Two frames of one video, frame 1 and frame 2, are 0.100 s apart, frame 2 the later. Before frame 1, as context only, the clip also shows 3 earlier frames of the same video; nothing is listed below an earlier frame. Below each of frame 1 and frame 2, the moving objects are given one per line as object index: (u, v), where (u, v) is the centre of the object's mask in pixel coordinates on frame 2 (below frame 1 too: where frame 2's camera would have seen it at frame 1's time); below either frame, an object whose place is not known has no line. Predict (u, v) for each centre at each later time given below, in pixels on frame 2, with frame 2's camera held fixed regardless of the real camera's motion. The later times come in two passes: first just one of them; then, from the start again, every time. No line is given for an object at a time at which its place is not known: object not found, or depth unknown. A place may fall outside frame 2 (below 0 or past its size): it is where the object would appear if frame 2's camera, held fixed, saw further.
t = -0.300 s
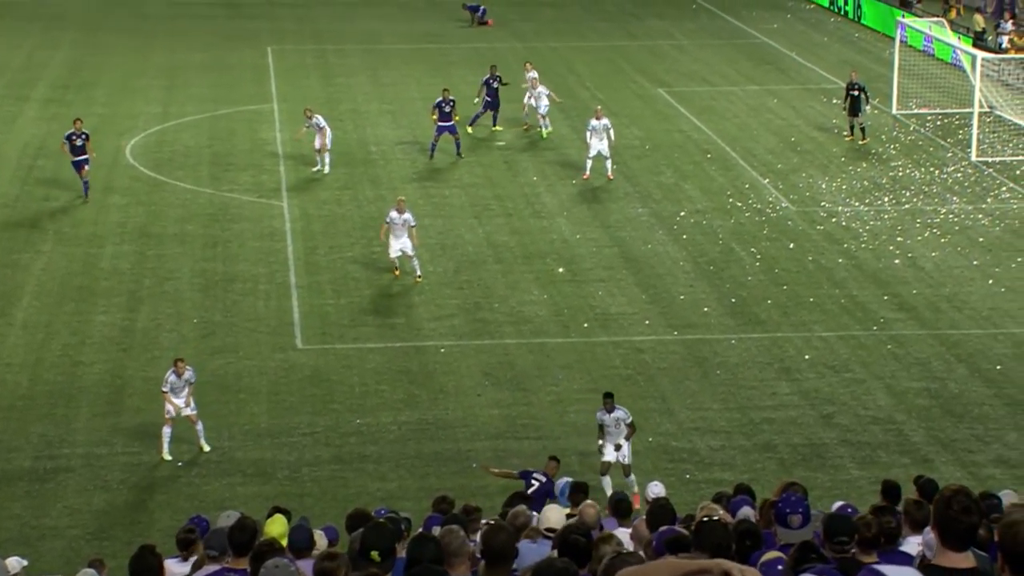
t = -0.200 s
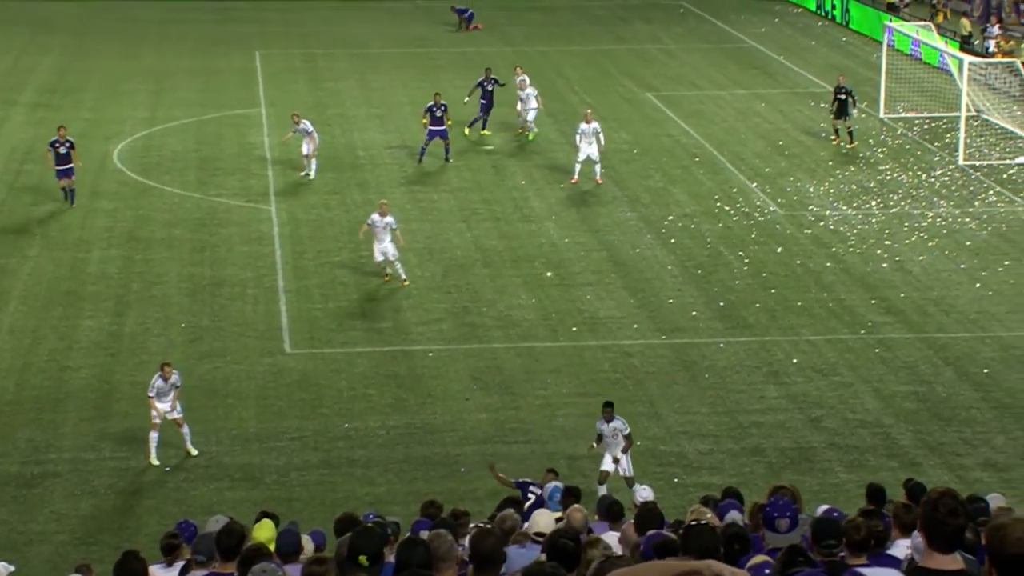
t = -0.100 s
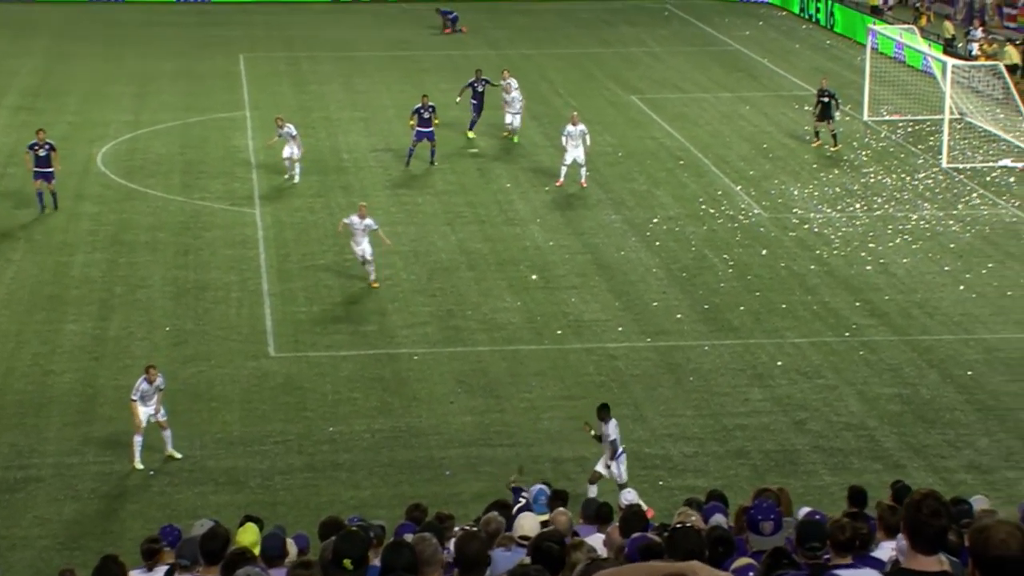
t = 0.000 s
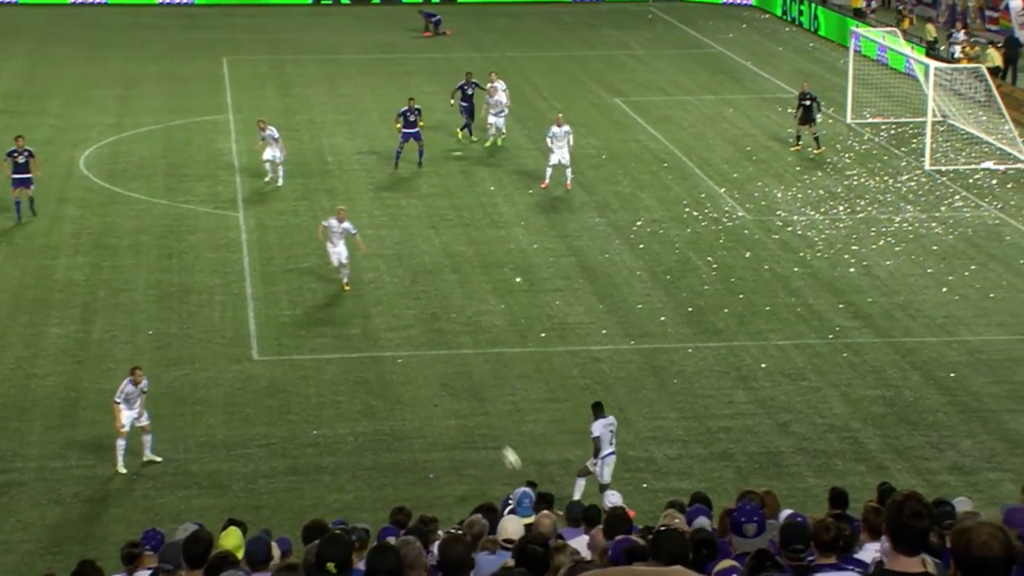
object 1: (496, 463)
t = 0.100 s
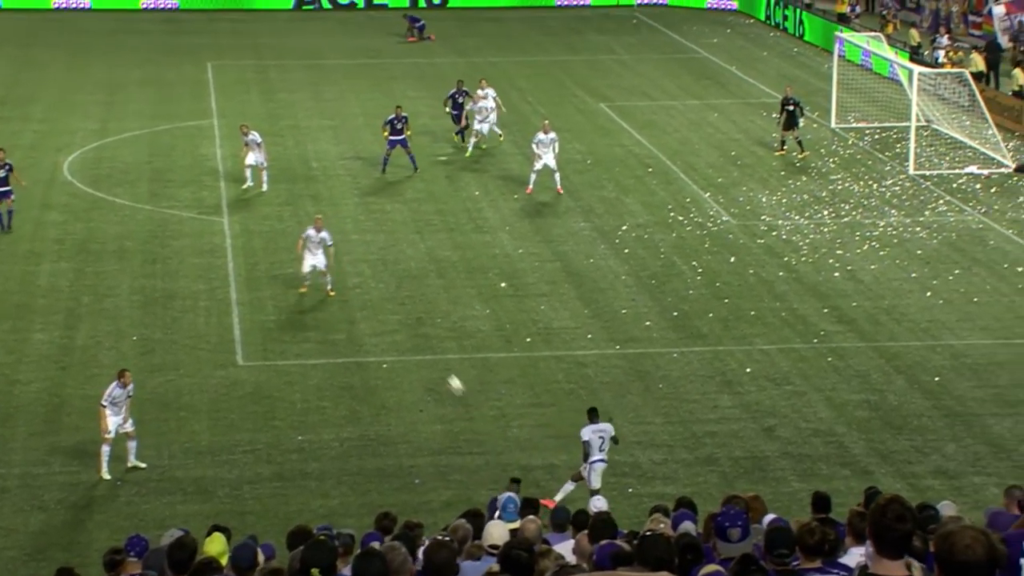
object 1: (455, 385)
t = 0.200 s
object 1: (416, 321)
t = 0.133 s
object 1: (441, 361)
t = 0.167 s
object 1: (429, 340)
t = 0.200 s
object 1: (416, 321)
